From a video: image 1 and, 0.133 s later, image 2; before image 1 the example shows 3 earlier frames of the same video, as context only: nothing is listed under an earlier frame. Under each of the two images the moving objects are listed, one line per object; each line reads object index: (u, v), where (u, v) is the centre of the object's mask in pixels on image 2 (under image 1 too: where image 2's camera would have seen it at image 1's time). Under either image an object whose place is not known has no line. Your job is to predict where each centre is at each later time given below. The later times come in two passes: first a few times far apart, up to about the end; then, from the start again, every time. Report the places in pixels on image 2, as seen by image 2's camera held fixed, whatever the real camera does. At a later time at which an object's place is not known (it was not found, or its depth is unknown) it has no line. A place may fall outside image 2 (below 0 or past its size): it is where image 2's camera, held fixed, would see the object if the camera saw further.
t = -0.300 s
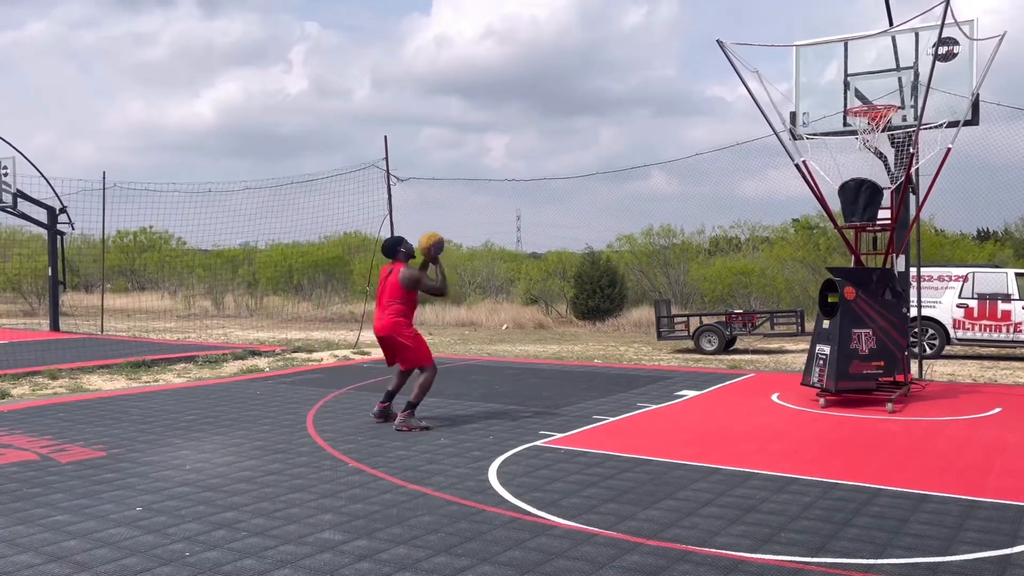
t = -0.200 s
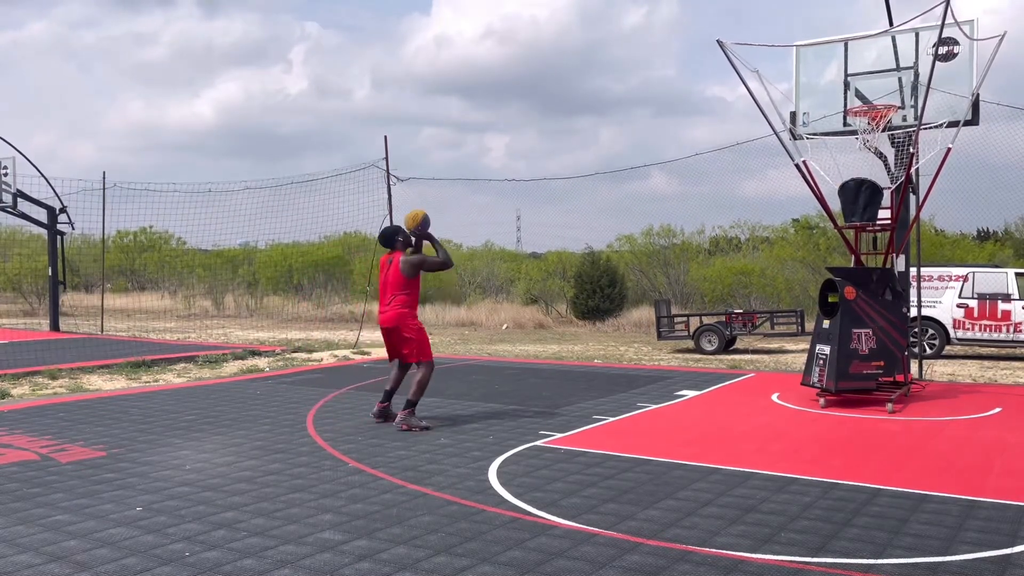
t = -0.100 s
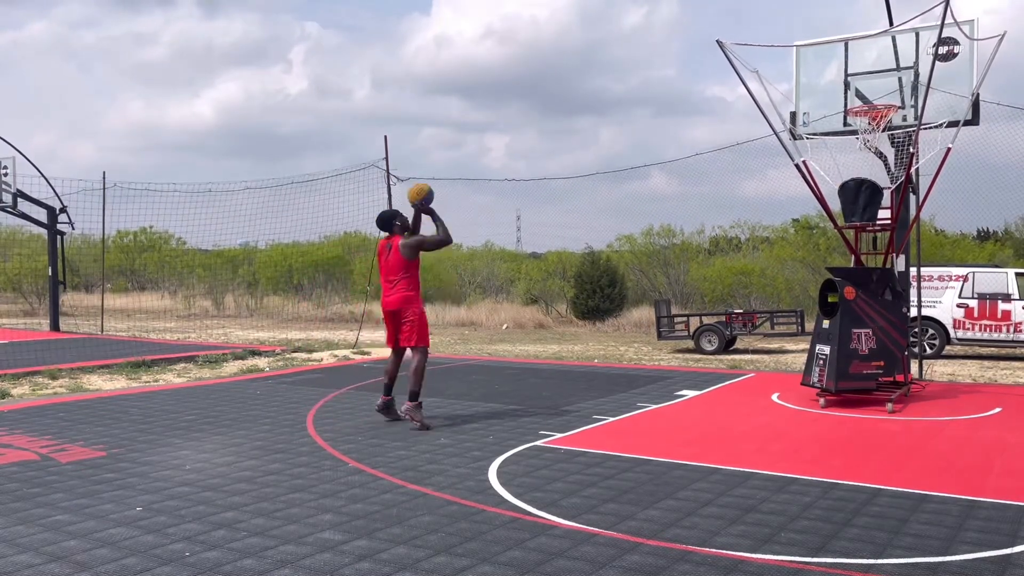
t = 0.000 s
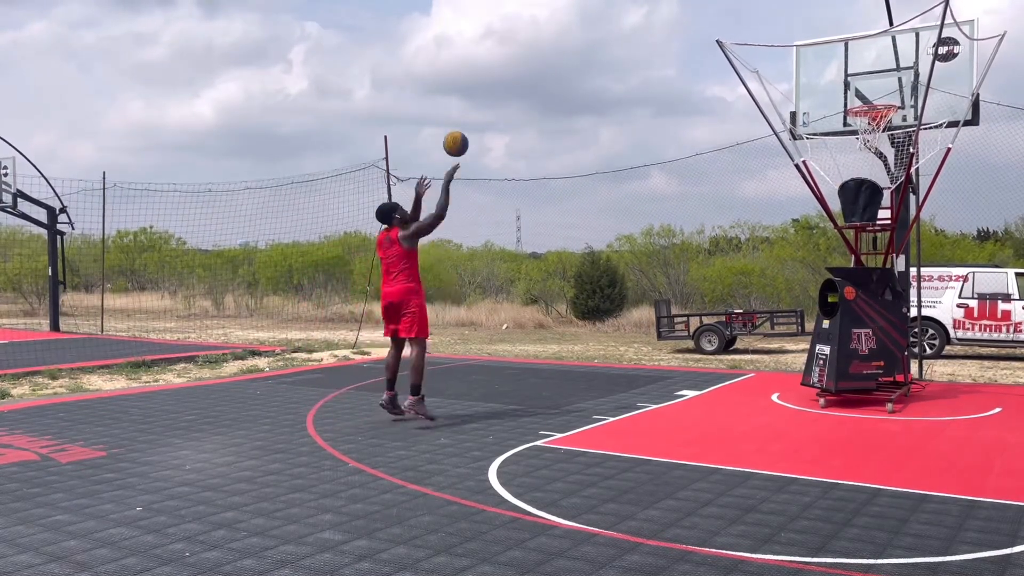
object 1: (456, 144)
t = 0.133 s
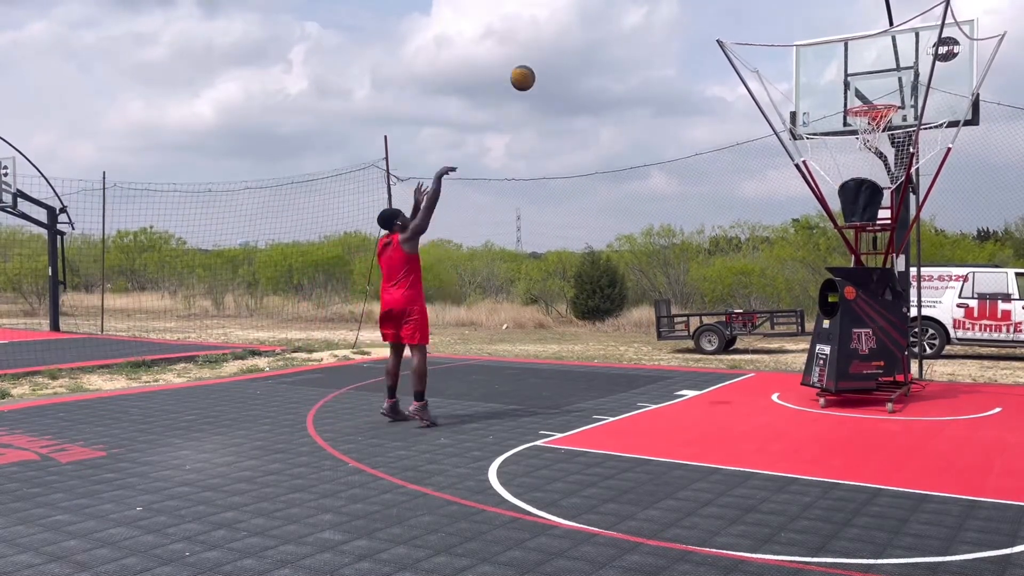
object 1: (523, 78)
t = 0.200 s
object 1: (555, 53)
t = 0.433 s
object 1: (661, 8)
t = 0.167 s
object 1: (539, 65)
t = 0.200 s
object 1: (555, 53)
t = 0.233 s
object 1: (570, 43)
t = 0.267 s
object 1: (586, 34)
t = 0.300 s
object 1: (602, 26)
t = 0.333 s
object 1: (617, 19)
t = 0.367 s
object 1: (632, 13)
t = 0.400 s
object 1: (646, 10)
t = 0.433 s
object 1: (661, 8)
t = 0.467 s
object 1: (675, 7)
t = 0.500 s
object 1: (689, 7)
